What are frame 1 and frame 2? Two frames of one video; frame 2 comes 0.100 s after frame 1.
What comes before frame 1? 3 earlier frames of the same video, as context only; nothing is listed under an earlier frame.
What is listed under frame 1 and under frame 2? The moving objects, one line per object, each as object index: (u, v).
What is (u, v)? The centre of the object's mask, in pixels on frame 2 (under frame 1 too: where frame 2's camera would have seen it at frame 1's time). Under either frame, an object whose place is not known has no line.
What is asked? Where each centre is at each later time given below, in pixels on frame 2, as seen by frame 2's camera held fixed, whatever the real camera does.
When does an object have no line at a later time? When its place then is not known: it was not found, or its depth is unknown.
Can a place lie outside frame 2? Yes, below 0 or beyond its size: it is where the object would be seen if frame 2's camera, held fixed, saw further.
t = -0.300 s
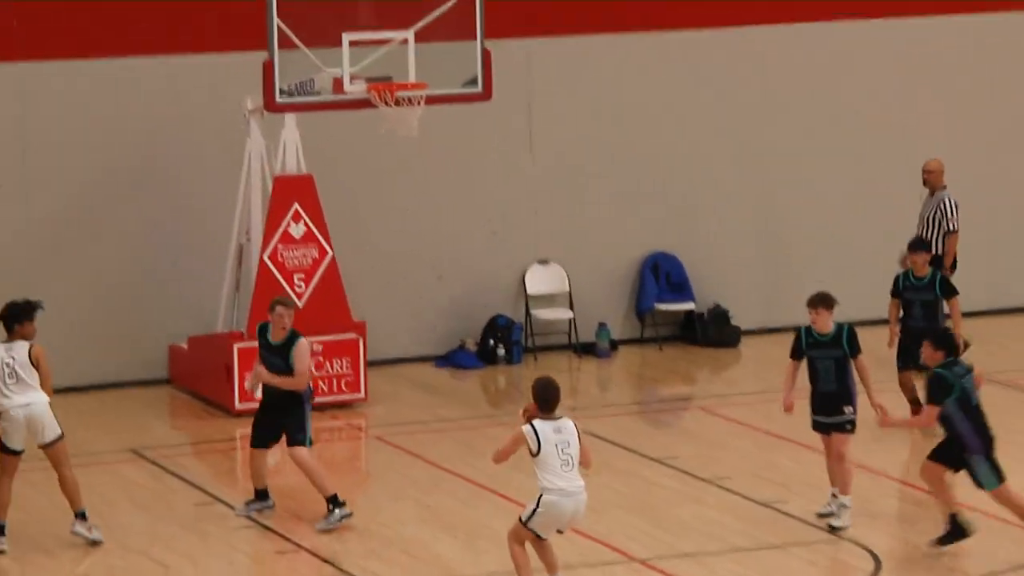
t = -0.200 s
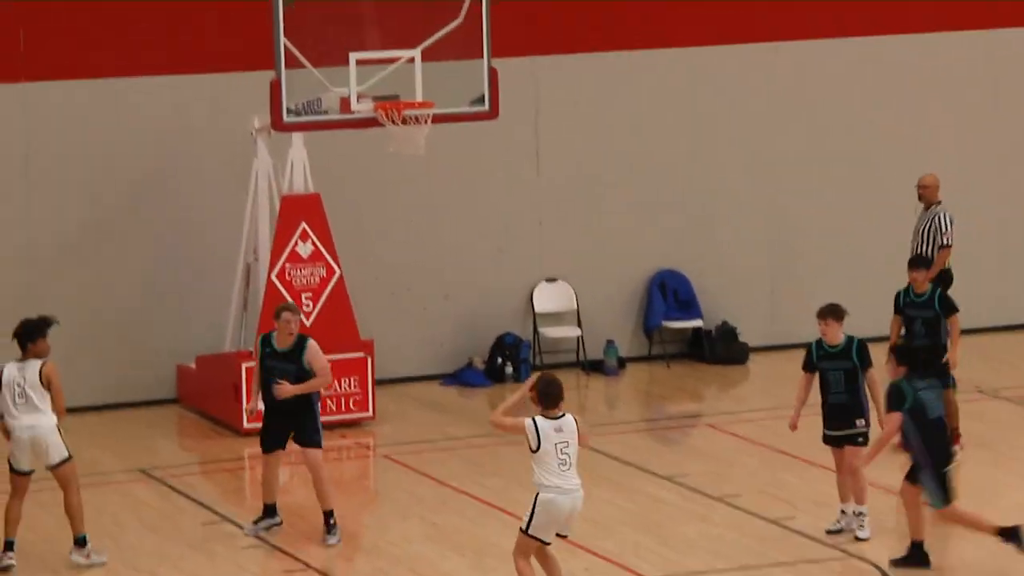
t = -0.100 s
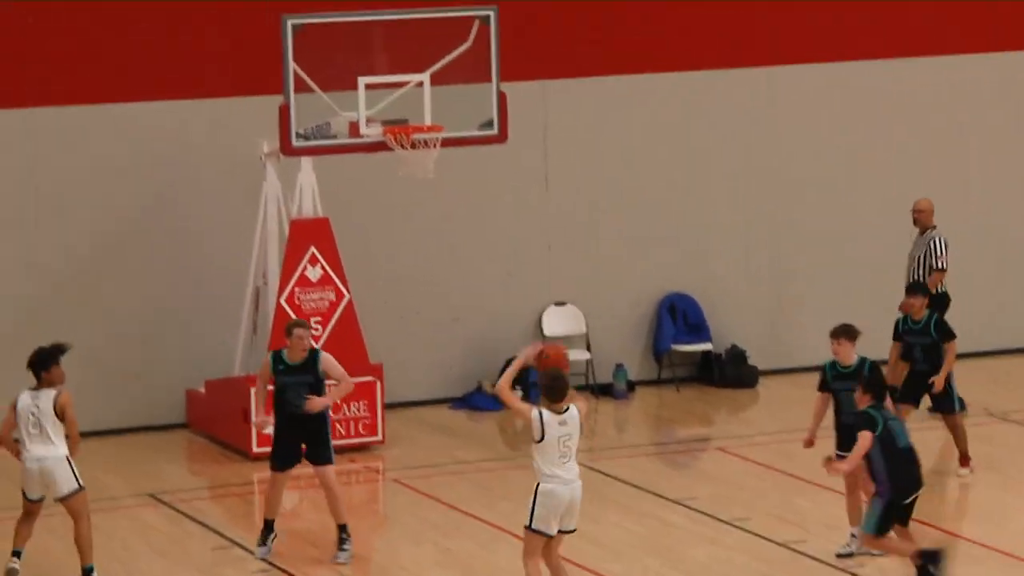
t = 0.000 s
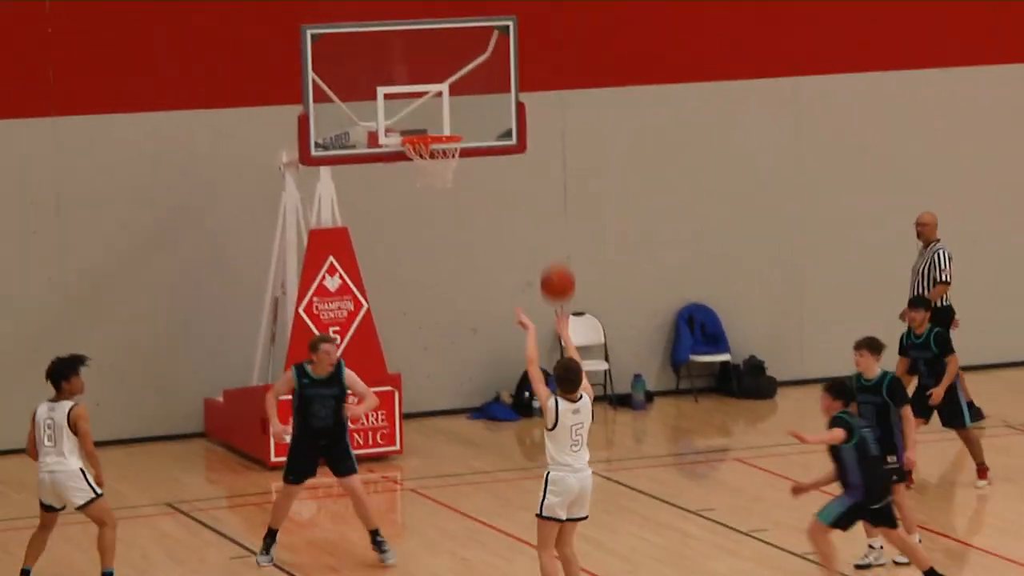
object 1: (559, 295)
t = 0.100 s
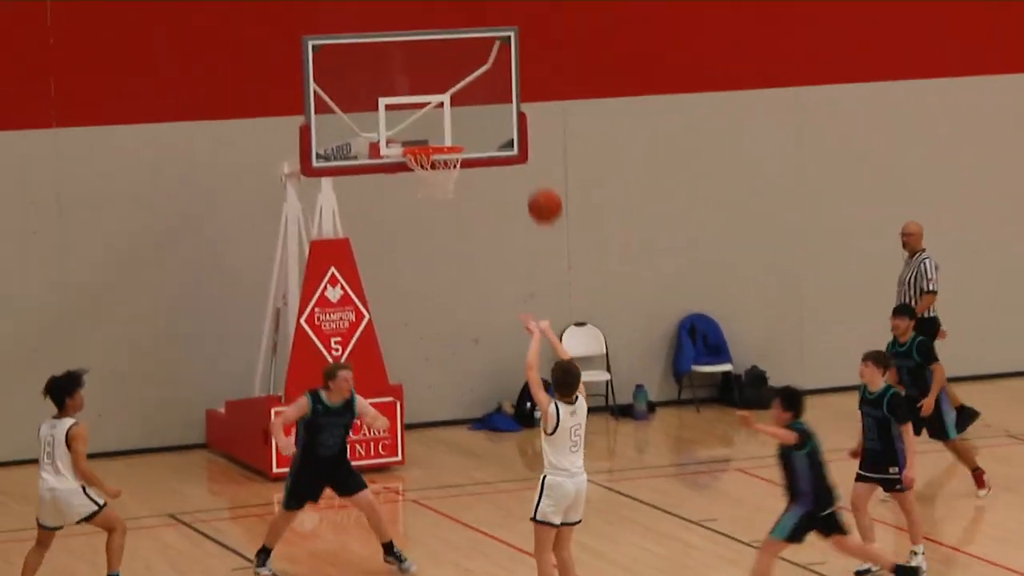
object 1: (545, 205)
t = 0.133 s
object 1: (540, 180)
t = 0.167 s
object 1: (536, 157)
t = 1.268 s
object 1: (420, 181)
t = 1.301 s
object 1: (417, 184)
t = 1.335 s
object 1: (413, 187)
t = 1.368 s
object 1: (409, 190)
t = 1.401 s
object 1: (408, 193)
